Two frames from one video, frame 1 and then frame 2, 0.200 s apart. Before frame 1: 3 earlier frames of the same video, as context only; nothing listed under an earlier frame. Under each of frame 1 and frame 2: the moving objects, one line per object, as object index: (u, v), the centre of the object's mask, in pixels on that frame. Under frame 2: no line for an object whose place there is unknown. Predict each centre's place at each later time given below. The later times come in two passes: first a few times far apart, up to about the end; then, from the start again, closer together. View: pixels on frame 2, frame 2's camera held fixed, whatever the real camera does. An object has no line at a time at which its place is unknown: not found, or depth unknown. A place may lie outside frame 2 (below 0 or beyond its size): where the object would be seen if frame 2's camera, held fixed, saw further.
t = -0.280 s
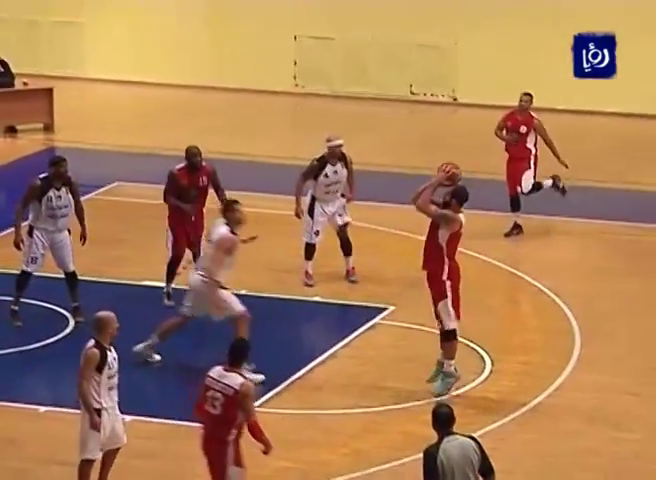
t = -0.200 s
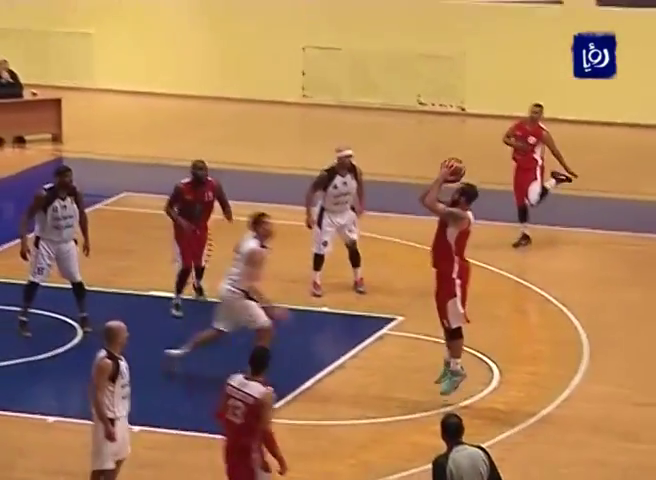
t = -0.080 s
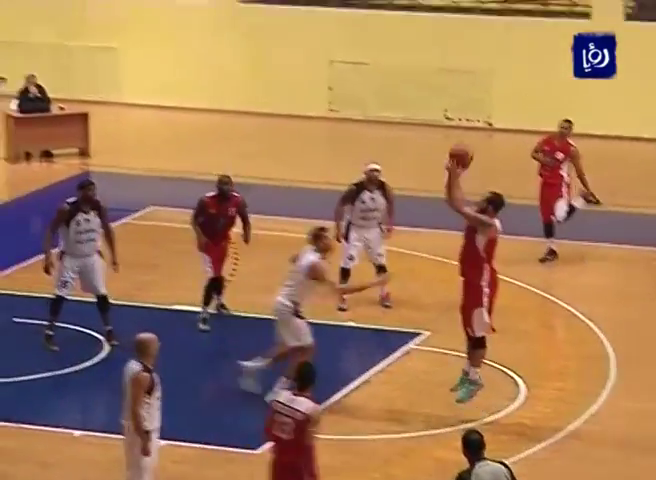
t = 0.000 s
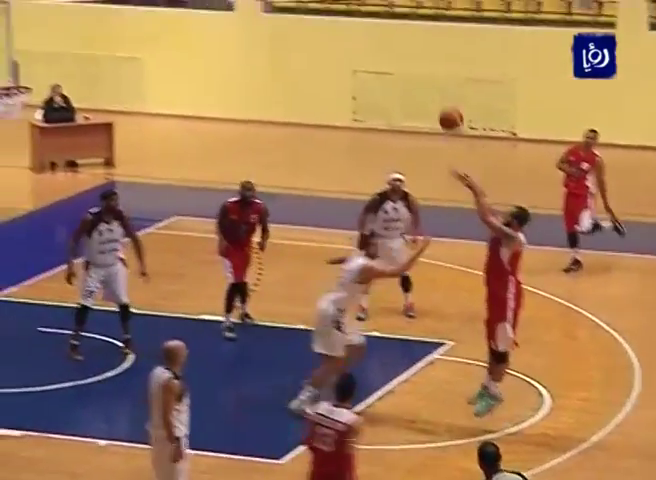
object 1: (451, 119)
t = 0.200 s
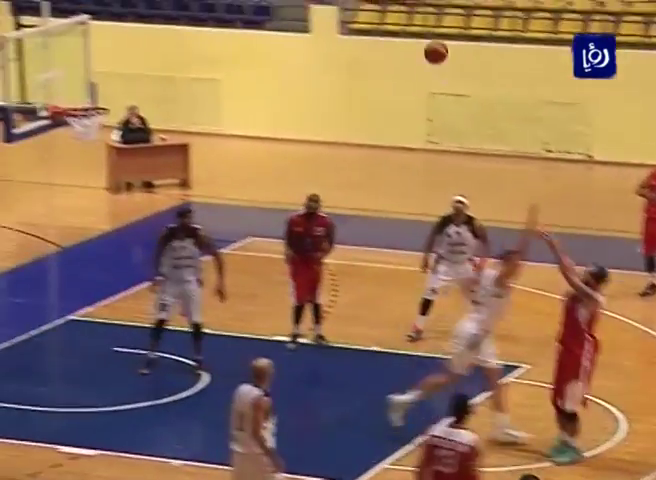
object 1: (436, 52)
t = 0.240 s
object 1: (417, 39)
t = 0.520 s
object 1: (298, -8)
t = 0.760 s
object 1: (202, 11)
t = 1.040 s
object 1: (100, 97)
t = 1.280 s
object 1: (73, 127)
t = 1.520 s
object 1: (77, 177)
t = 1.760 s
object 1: (83, 274)
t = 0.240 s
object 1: (417, 39)
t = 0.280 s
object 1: (398, 29)
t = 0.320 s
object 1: (382, 18)
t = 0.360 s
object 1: (365, 10)
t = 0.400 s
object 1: (347, 4)
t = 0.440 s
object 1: (330, -2)
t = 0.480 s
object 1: (314, -5)
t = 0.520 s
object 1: (298, -8)
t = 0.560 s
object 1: (282, -8)
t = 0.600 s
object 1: (264, -7)
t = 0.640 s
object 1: (248, -4)
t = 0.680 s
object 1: (234, 1)
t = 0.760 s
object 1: (202, 11)
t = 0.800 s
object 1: (186, 20)
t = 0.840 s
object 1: (171, 30)
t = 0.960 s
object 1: (127, 67)
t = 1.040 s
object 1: (100, 97)
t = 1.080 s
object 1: (84, 115)
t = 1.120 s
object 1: (68, 123)
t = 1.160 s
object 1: (72, 127)
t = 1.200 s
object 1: (73, 126)
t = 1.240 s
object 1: (73, 126)
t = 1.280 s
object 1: (73, 127)
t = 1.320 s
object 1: (74, 133)
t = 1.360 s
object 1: (75, 138)
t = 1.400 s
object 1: (75, 147)
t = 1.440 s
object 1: (76, 155)
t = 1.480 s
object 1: (77, 165)
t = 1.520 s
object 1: (77, 177)
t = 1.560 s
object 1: (78, 190)
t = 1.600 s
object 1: (79, 205)
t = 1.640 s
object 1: (79, 220)
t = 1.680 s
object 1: (80, 237)
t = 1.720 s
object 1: (82, 254)
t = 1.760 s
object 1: (83, 274)
